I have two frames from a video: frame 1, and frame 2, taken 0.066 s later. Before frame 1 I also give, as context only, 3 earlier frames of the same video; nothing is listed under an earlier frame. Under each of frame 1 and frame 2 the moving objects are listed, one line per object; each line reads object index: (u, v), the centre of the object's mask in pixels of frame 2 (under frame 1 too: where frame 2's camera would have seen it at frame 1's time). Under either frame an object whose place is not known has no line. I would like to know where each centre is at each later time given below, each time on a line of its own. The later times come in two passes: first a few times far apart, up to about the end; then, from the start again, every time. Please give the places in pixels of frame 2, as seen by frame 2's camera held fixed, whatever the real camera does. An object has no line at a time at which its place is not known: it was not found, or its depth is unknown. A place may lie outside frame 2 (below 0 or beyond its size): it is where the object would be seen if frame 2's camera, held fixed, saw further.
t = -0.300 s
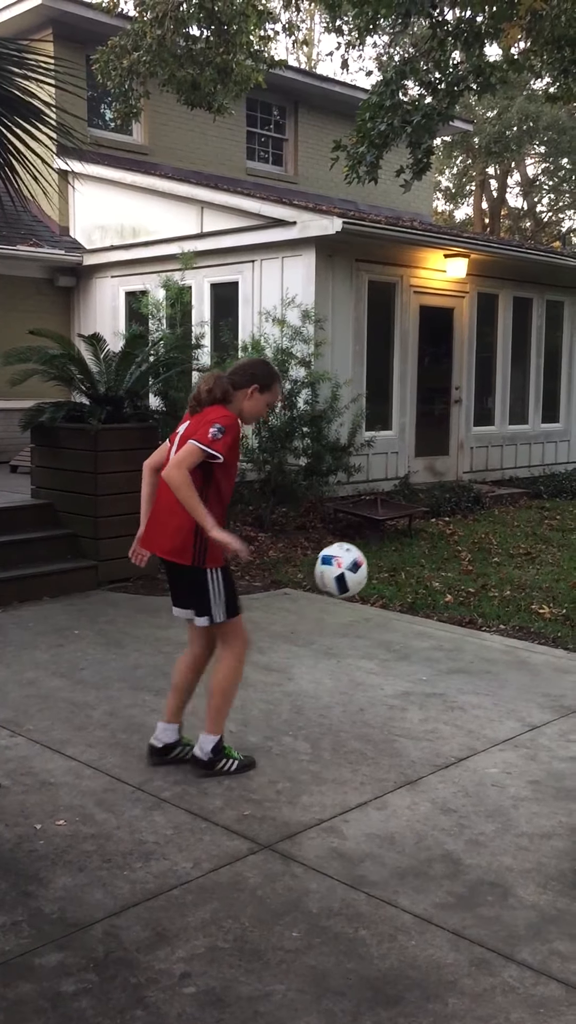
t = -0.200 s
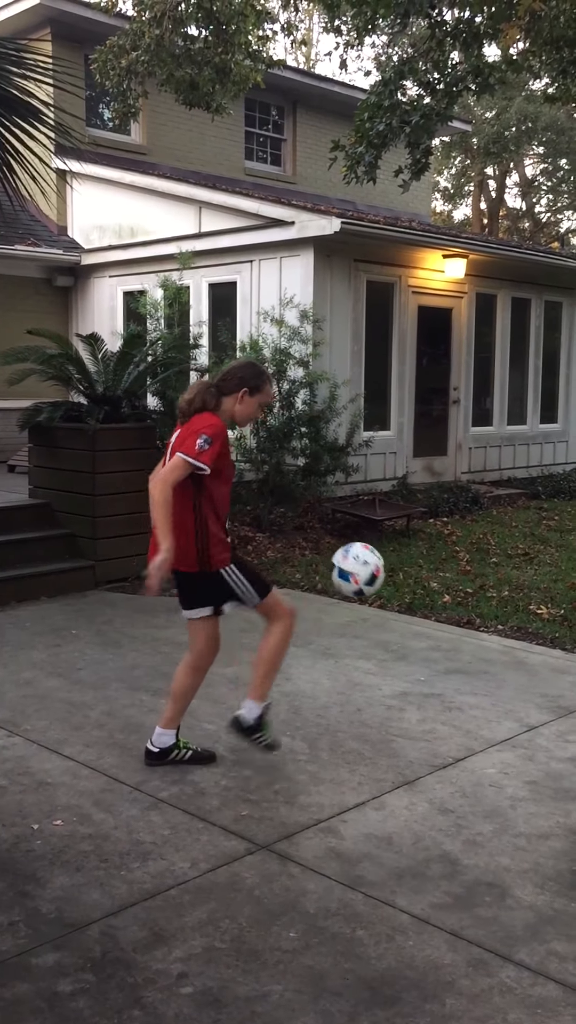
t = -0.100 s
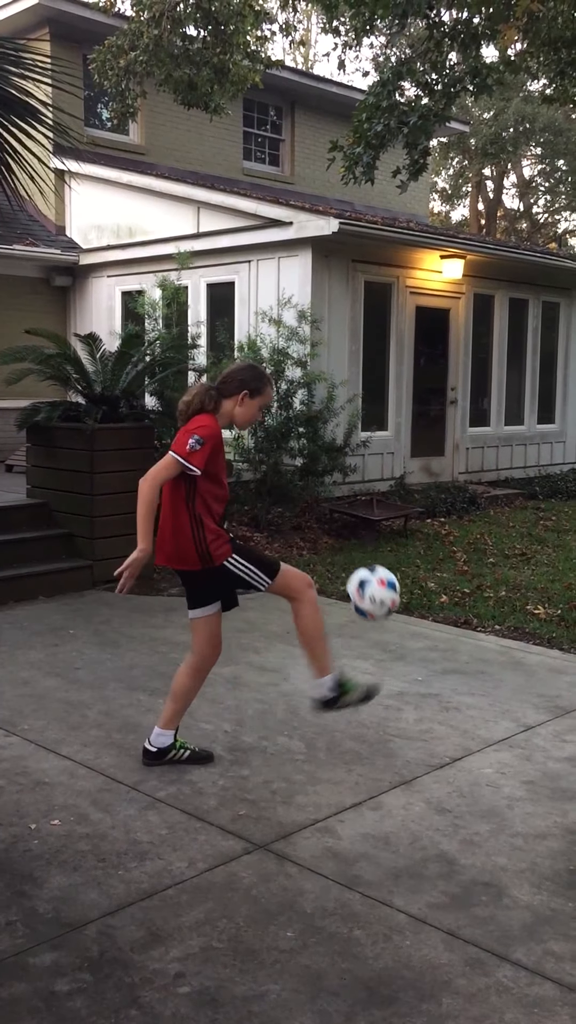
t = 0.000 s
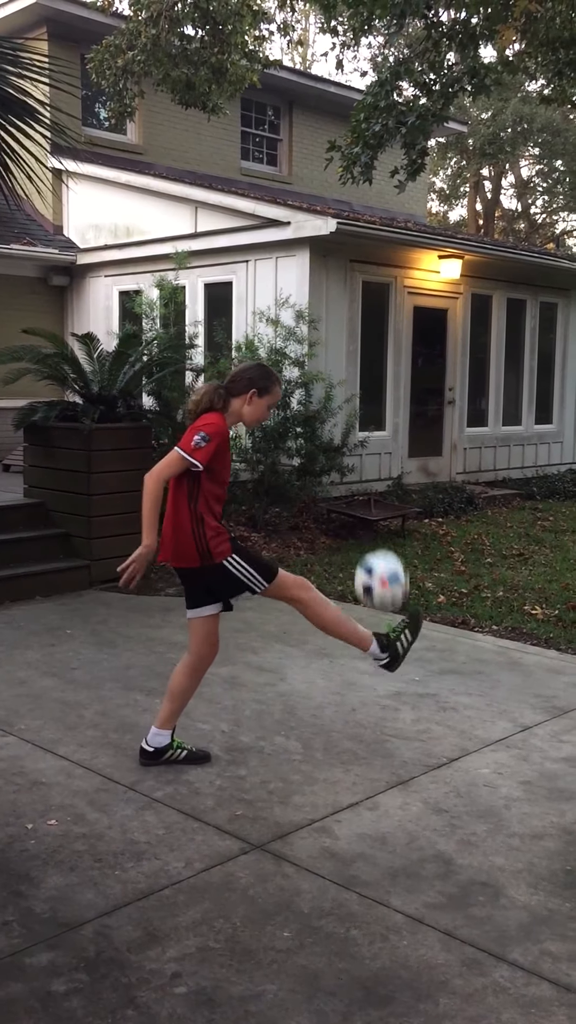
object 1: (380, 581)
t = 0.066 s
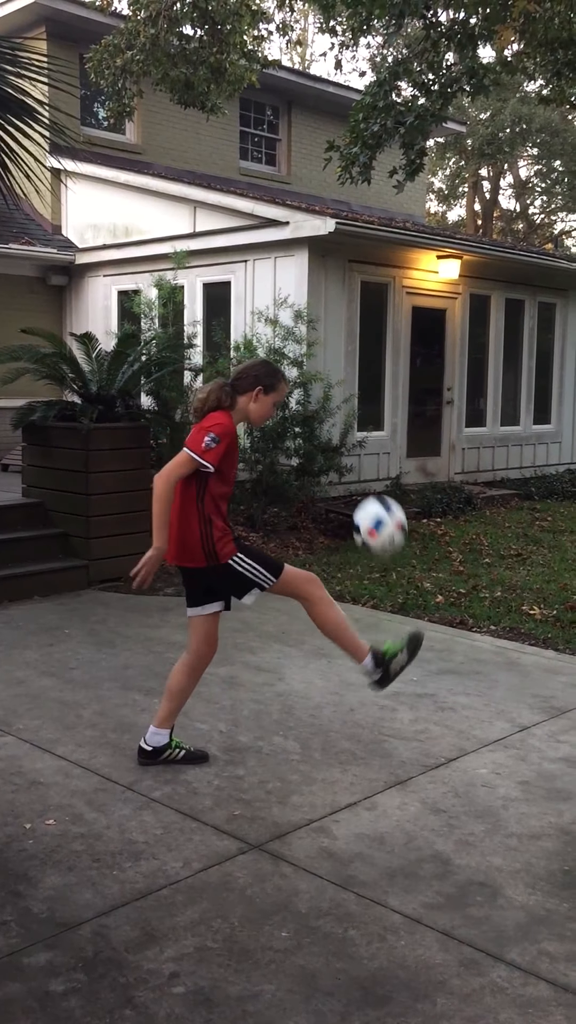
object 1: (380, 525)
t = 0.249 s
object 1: (377, 427)
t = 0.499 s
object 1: (370, 425)
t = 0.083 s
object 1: (380, 513)
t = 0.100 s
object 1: (380, 502)
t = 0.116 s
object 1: (379, 491)
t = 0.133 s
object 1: (379, 481)
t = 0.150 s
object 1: (378, 472)
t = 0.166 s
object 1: (378, 463)
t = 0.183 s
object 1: (378, 454)
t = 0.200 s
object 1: (378, 446)
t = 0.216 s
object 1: (377, 439)
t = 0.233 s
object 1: (377, 433)
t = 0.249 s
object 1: (377, 427)
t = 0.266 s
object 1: (377, 422)
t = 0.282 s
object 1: (377, 418)
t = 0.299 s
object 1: (376, 415)
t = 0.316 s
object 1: (375, 412)
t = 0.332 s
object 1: (375, 409)
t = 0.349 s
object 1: (375, 408)
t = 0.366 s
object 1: (374, 407)
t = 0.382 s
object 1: (374, 407)
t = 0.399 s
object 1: (373, 407)
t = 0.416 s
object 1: (373, 409)
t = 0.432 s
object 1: (372, 411)
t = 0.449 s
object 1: (371, 413)
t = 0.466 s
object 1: (371, 416)
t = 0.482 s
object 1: (370, 420)
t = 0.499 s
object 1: (370, 425)
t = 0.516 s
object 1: (370, 430)
